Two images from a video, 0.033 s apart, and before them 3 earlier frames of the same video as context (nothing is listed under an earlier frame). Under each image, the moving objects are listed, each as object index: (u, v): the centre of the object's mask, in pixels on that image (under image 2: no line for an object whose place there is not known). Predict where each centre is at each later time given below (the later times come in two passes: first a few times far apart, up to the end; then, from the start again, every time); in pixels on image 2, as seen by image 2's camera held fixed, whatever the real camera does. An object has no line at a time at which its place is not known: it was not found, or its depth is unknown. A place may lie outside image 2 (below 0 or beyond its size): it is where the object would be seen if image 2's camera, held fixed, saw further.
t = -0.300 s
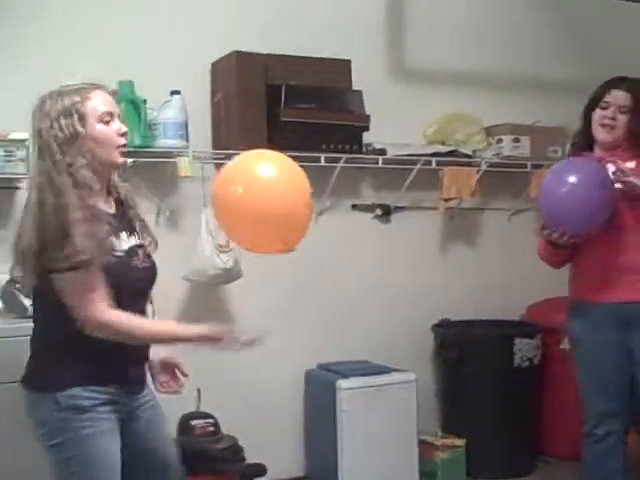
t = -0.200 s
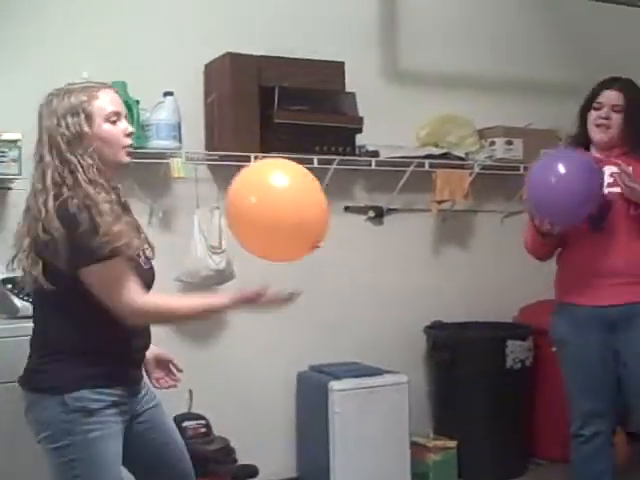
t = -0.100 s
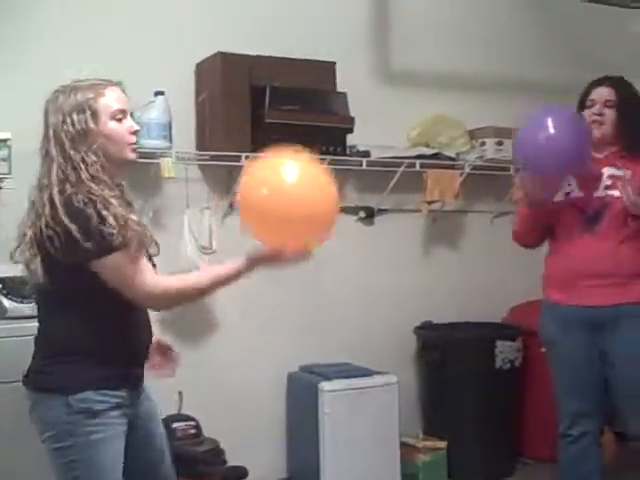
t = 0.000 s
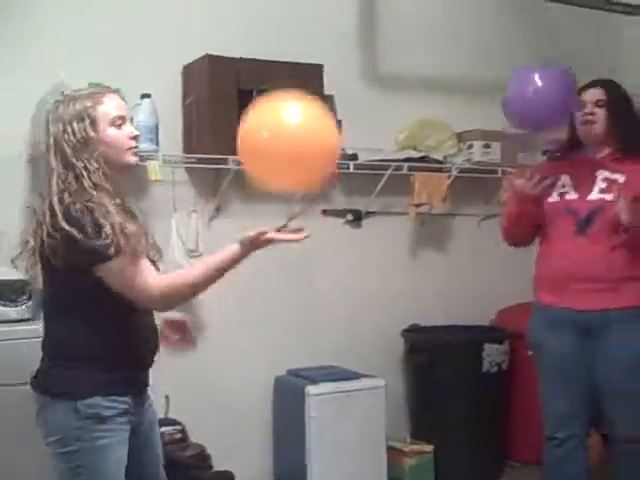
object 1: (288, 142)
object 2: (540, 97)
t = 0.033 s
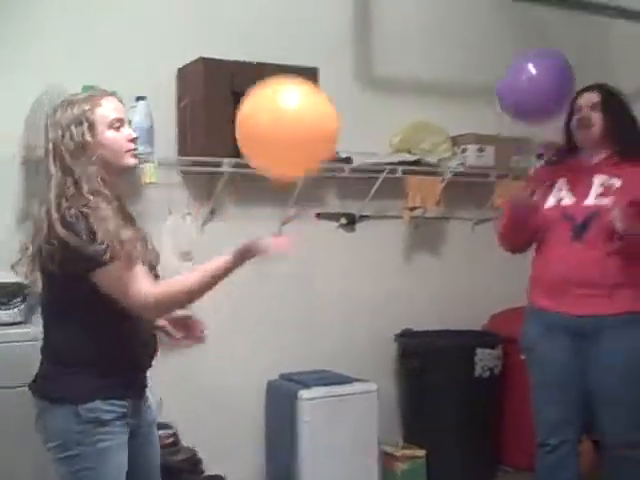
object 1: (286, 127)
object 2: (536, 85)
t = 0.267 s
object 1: (311, 39)
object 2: (541, 16)
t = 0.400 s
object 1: (322, 21)
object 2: (543, 3)
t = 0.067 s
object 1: (290, 111)
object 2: (536, 71)
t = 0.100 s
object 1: (295, 97)
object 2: (538, 61)
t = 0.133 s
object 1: (298, 83)
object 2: (538, 52)
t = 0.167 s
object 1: (301, 70)
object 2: (539, 39)
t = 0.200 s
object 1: (304, 59)
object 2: (539, 29)
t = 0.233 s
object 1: (308, 49)
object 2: (540, 22)
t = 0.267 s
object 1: (311, 39)
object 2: (541, 16)
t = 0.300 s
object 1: (314, 32)
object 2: (541, 12)
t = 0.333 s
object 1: (317, 27)
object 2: (542, 9)
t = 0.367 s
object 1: (319, 23)
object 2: (542, 6)
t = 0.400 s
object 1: (322, 21)
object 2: (543, 3)
